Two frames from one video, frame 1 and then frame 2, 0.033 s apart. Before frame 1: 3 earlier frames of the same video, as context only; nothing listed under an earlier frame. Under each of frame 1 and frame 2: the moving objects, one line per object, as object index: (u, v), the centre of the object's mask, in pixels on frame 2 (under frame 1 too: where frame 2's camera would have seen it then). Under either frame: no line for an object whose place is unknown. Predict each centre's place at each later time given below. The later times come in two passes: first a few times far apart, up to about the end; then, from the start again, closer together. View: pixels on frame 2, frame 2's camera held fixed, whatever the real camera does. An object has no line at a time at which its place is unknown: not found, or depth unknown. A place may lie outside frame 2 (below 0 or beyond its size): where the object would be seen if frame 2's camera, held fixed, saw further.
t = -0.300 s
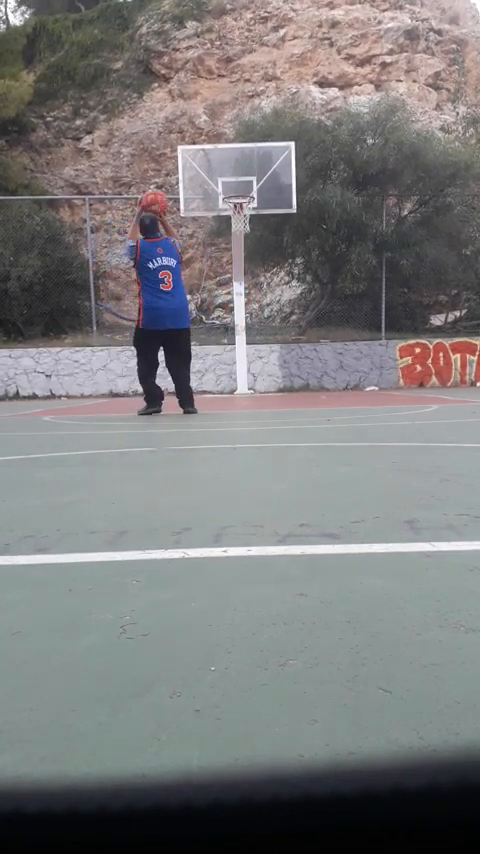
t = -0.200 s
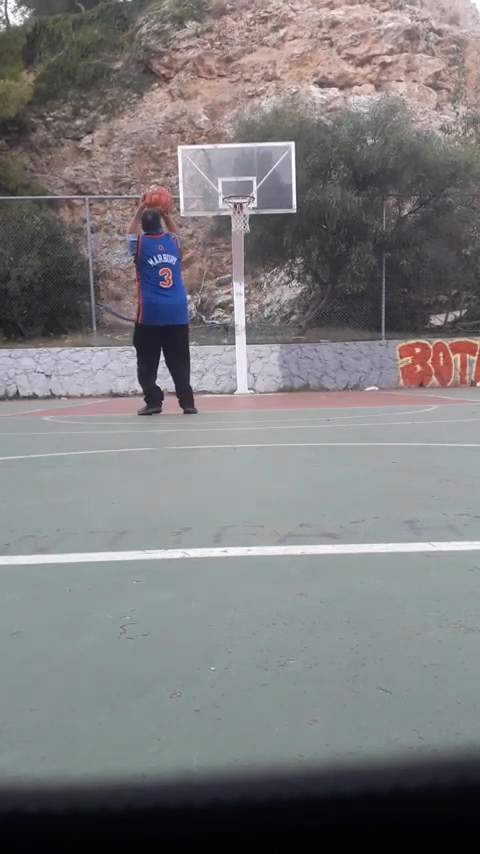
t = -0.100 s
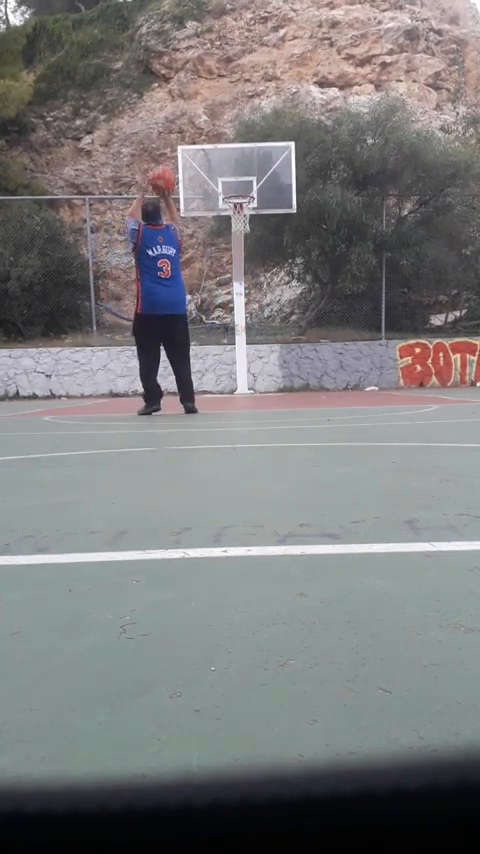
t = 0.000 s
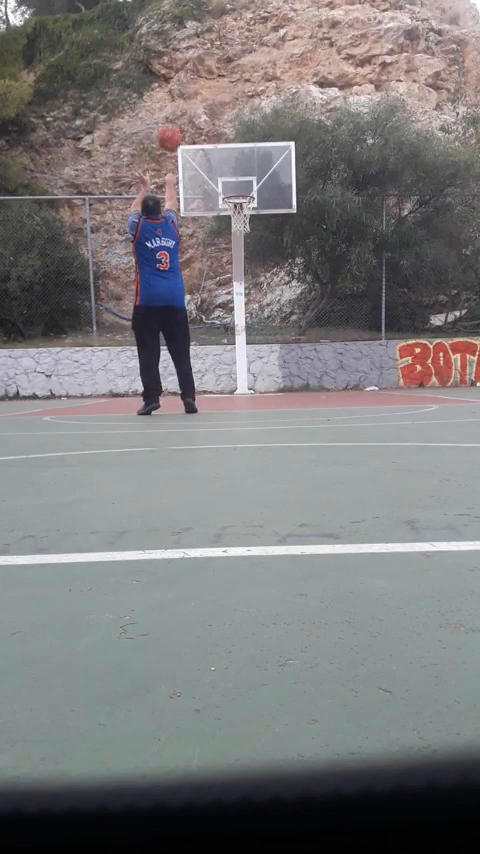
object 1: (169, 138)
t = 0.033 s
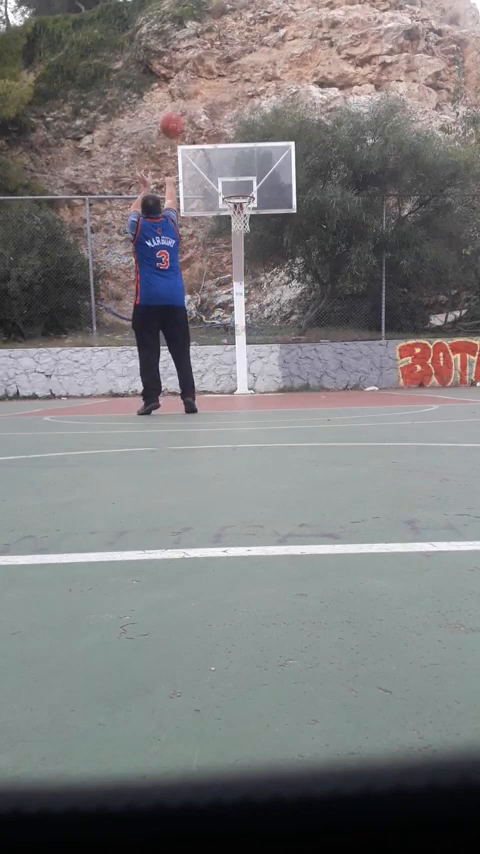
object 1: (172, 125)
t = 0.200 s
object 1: (184, 83)
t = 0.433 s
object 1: (201, 75)
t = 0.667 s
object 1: (215, 111)
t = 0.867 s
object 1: (227, 166)
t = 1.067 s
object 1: (227, 166)
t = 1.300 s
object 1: (223, 154)
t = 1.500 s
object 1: (219, 173)
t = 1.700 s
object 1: (217, 219)
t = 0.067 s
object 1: (174, 114)
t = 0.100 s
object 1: (177, 104)
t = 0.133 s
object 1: (179, 96)
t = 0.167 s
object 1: (181, 89)
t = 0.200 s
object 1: (184, 83)
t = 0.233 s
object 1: (186, 78)
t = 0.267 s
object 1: (189, 75)
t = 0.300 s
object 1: (192, 75)
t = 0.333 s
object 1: (194, 72)
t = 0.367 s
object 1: (196, 73)
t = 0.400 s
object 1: (198, 74)
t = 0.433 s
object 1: (201, 75)
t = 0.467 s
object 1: (203, 78)
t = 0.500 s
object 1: (206, 82)
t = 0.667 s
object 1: (215, 111)
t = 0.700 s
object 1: (217, 118)
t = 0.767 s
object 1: (221, 135)
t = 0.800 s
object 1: (223, 144)
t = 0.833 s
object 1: (225, 155)
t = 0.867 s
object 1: (227, 166)
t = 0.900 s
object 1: (229, 176)
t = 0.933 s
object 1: (230, 187)
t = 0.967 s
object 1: (230, 182)
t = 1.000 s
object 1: (229, 176)
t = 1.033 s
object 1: (228, 170)
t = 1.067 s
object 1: (227, 166)
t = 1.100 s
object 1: (226, 163)
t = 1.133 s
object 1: (226, 159)
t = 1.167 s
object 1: (225, 157)
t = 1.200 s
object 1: (224, 155)
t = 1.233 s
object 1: (223, 154)
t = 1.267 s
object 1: (223, 154)
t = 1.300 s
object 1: (223, 154)
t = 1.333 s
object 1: (222, 155)
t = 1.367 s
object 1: (221, 157)
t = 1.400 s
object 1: (221, 160)
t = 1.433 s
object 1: (220, 164)
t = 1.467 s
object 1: (220, 168)
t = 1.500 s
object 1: (219, 173)
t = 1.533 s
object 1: (218, 178)
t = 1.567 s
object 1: (218, 185)
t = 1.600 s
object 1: (217, 192)
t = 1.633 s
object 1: (216, 200)
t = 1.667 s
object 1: (217, 209)
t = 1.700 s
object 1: (217, 219)
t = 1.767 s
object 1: (216, 240)
